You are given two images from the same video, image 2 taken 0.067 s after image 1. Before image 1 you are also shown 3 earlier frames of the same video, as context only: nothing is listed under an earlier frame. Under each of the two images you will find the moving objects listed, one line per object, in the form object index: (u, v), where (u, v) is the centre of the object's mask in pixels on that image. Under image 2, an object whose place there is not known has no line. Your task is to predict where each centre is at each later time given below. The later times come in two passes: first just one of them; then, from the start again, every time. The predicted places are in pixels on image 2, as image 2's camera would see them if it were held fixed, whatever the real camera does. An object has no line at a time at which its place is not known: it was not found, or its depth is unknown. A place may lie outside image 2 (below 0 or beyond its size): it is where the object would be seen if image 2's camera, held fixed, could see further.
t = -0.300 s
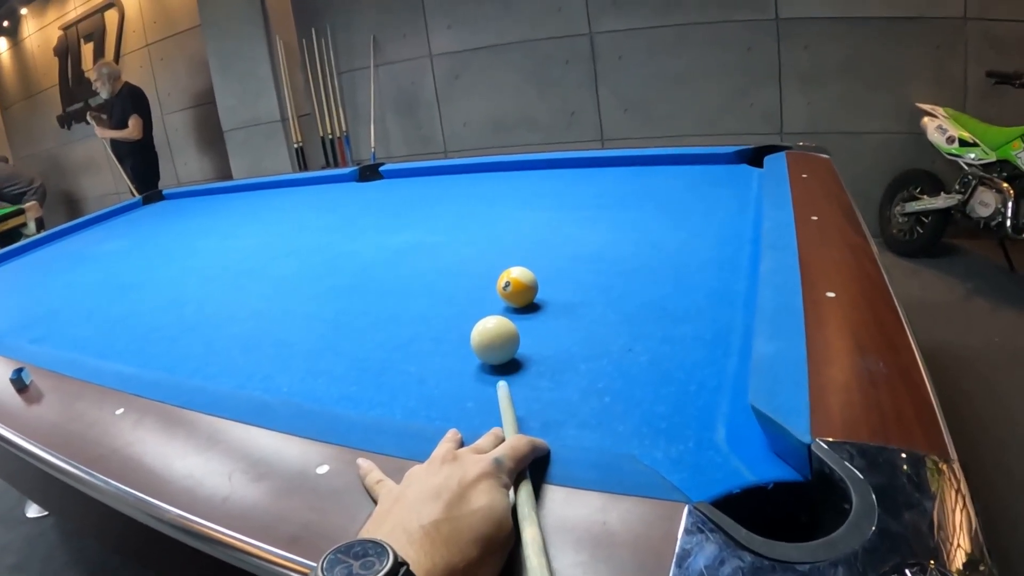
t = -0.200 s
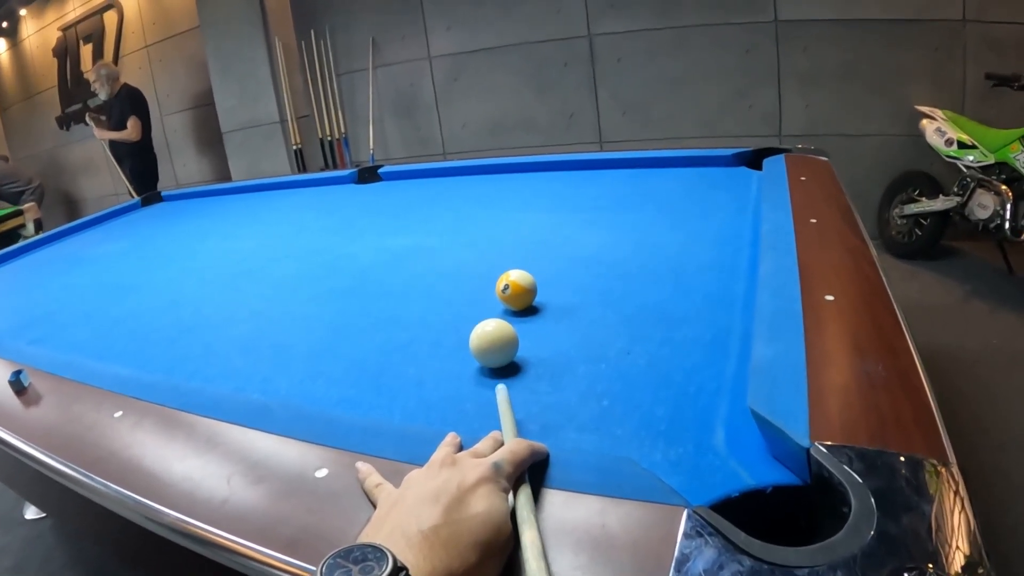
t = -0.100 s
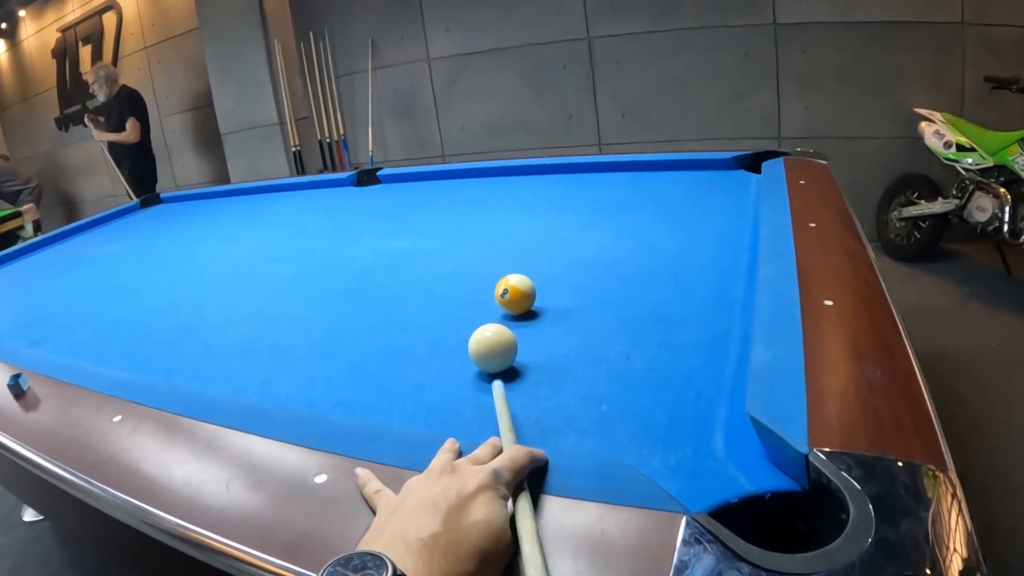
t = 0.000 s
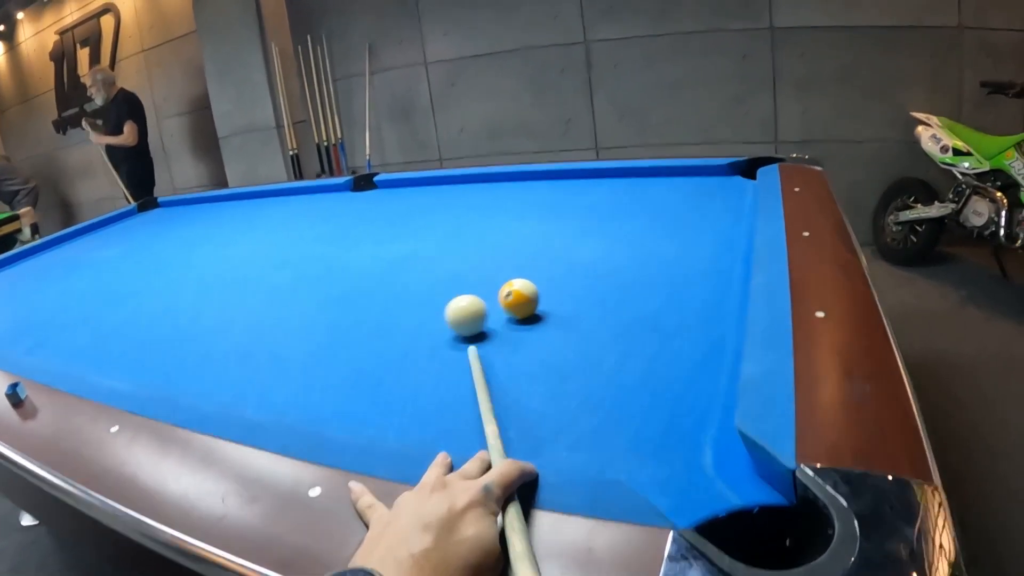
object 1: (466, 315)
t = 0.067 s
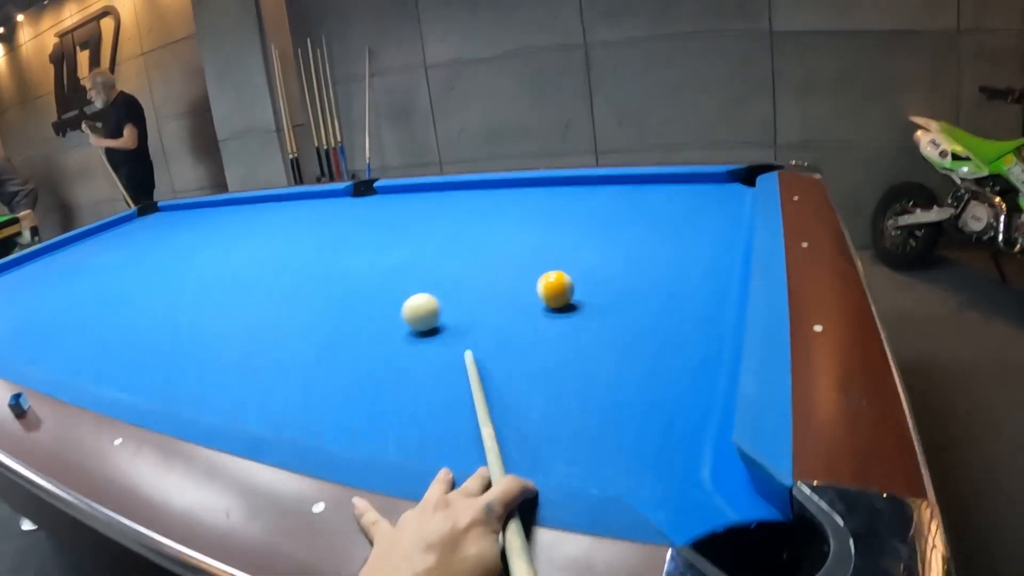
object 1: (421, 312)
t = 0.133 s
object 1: (385, 302)
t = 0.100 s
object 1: (402, 307)
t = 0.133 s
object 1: (385, 302)
